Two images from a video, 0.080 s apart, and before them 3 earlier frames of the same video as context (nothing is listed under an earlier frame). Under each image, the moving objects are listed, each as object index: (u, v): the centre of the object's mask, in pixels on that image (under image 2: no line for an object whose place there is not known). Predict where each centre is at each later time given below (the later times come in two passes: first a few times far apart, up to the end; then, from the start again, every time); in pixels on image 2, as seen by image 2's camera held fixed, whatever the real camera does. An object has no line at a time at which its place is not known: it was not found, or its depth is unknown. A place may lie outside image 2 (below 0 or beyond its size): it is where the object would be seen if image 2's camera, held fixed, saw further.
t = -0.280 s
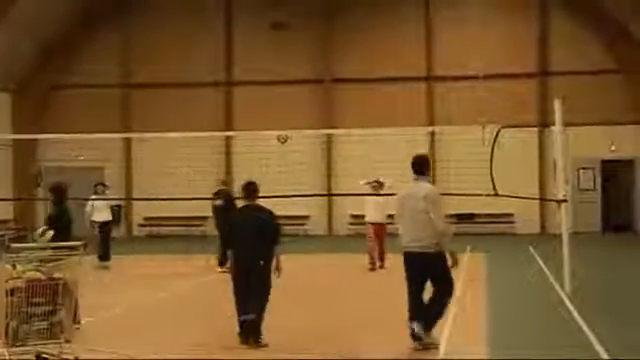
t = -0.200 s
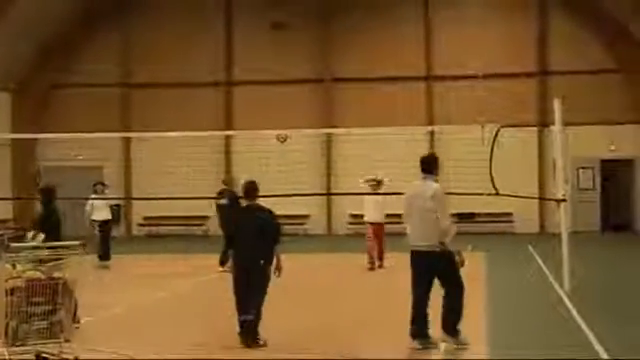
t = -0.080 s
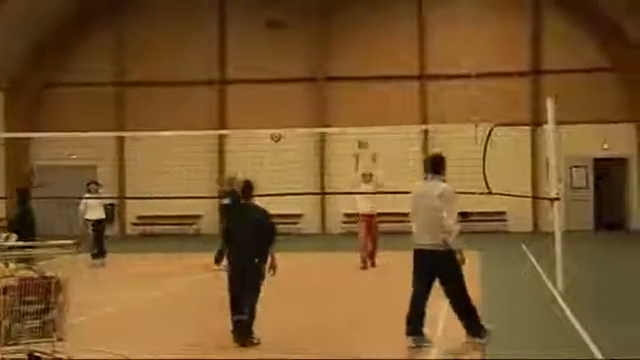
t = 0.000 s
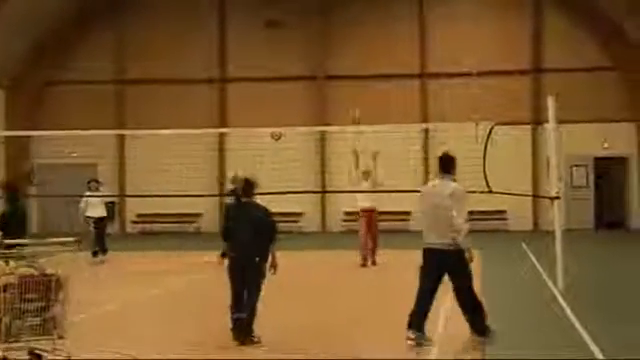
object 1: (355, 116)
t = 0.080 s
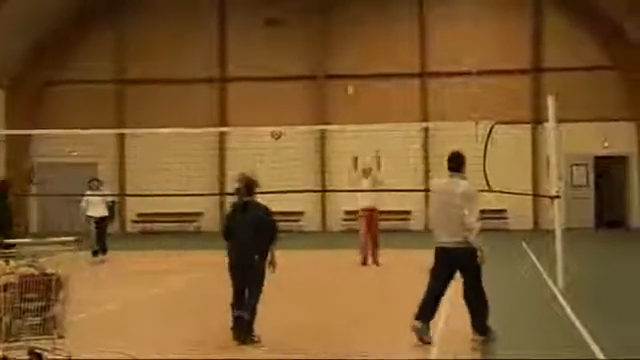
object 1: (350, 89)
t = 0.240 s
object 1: (335, 57)
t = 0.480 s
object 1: (307, 35)
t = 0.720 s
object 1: (279, 52)
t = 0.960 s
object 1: (250, 125)
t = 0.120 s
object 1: (344, 83)
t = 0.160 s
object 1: (338, 74)
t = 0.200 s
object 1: (336, 65)
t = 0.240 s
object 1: (335, 57)
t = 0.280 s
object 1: (327, 51)
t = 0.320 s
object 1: (322, 47)
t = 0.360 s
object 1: (319, 41)
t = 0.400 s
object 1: (317, 35)
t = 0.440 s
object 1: (313, 35)
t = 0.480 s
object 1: (307, 35)
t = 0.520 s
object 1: (303, 35)
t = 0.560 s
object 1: (298, 36)
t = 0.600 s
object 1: (293, 38)
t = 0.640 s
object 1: (289, 42)
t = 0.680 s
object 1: (285, 47)
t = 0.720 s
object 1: (279, 52)
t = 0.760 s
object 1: (277, 60)
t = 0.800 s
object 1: (272, 70)
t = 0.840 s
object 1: (265, 81)
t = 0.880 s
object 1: (259, 93)
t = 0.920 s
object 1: (255, 107)
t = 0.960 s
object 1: (250, 125)
